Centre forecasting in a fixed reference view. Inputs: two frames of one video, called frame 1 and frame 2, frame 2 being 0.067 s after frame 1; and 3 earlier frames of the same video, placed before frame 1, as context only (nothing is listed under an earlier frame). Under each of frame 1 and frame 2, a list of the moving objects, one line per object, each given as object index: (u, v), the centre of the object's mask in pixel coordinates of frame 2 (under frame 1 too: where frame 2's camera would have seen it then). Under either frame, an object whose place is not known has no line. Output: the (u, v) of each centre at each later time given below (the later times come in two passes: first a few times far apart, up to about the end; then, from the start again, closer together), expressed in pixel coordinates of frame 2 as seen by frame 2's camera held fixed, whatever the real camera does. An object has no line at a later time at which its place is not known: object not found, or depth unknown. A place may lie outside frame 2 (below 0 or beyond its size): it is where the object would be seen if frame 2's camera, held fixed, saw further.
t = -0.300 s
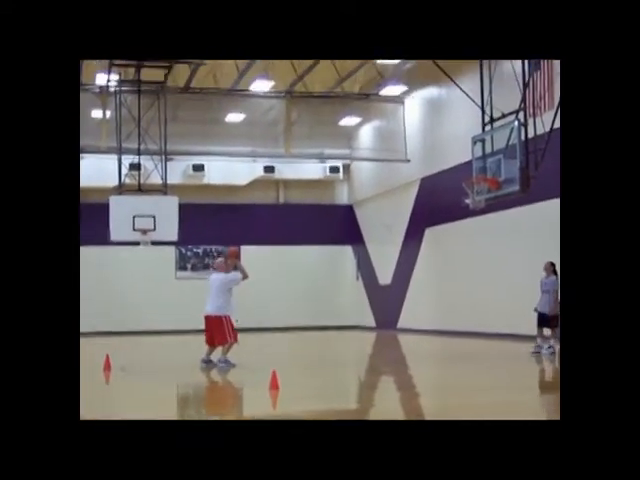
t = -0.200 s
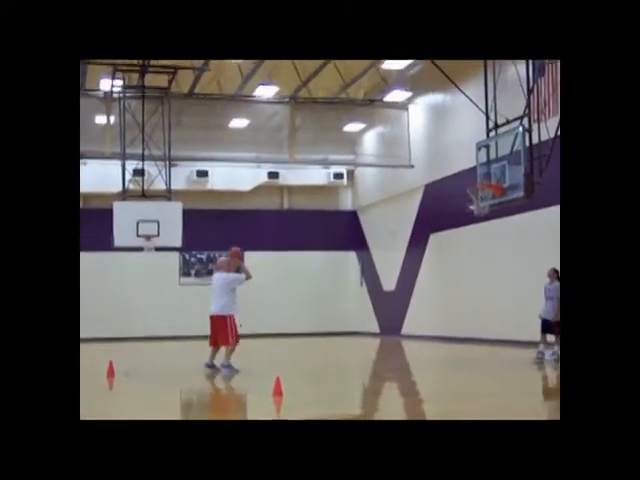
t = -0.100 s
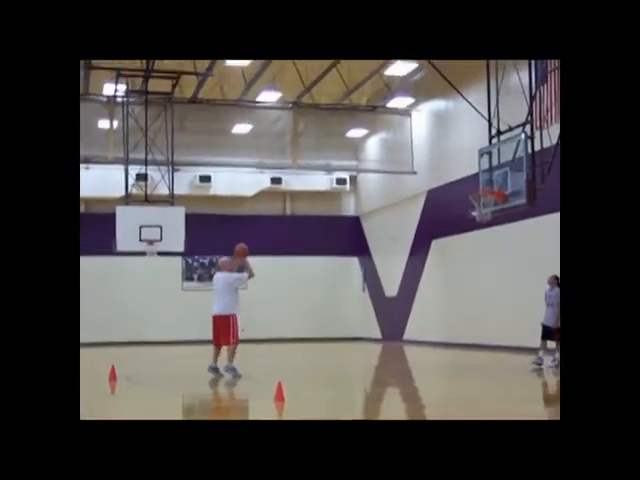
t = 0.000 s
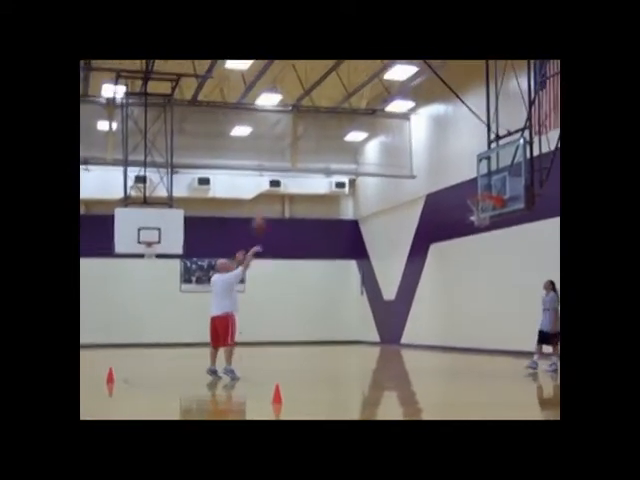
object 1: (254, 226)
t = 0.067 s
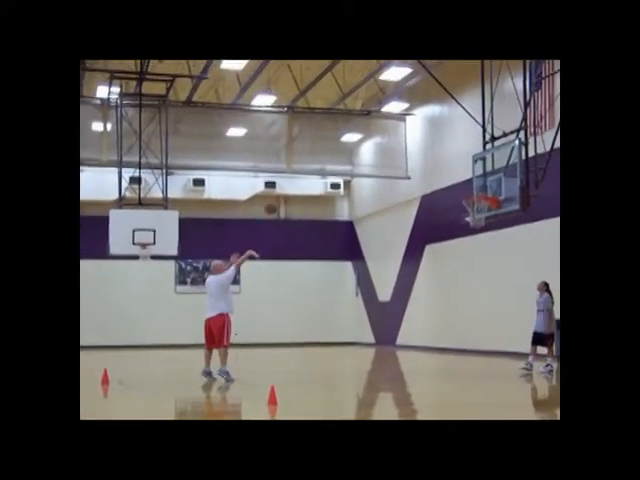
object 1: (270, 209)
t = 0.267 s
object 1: (320, 166)
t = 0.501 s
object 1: (377, 149)
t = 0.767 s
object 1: (439, 166)
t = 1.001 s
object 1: (489, 213)
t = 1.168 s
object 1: (487, 227)
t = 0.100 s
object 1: (279, 199)
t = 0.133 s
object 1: (287, 192)
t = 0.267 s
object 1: (320, 166)
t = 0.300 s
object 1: (329, 162)
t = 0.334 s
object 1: (337, 158)
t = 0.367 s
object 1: (345, 155)
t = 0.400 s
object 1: (353, 153)
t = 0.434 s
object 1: (361, 151)
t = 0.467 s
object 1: (369, 150)
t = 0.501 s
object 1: (377, 149)
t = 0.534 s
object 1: (385, 149)
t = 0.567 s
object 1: (392, 150)
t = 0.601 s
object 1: (400, 151)
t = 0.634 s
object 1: (408, 153)
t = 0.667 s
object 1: (416, 155)
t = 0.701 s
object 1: (424, 159)
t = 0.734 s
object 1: (431, 162)
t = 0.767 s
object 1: (439, 166)
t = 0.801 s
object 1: (446, 171)
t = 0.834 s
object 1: (454, 176)
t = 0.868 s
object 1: (462, 181)
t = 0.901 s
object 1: (471, 188)
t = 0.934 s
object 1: (477, 196)
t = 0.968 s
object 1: (484, 203)
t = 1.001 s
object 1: (489, 213)
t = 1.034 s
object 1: (490, 214)
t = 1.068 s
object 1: (489, 215)
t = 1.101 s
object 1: (489, 217)
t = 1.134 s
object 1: (487, 221)
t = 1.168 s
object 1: (487, 227)
